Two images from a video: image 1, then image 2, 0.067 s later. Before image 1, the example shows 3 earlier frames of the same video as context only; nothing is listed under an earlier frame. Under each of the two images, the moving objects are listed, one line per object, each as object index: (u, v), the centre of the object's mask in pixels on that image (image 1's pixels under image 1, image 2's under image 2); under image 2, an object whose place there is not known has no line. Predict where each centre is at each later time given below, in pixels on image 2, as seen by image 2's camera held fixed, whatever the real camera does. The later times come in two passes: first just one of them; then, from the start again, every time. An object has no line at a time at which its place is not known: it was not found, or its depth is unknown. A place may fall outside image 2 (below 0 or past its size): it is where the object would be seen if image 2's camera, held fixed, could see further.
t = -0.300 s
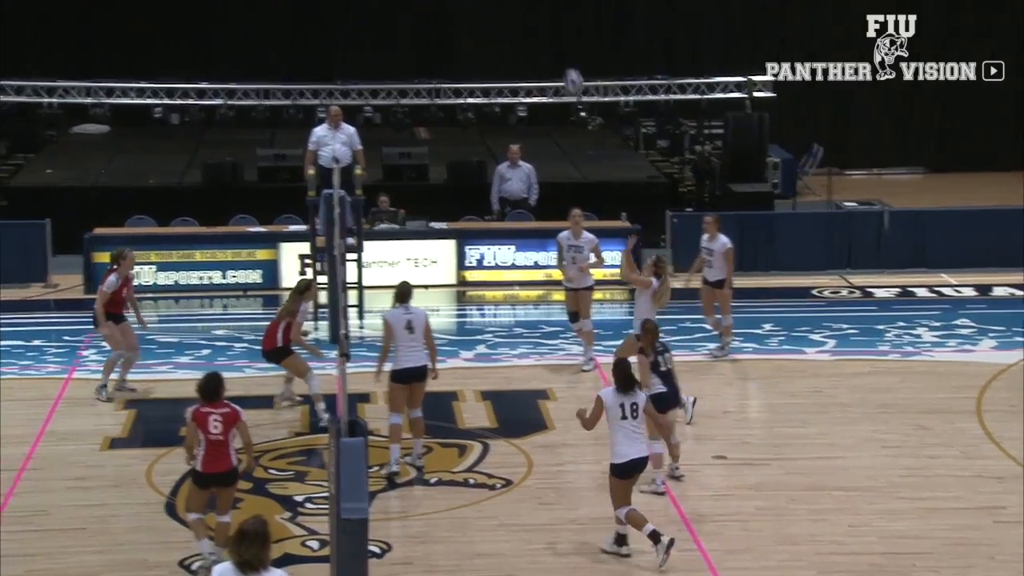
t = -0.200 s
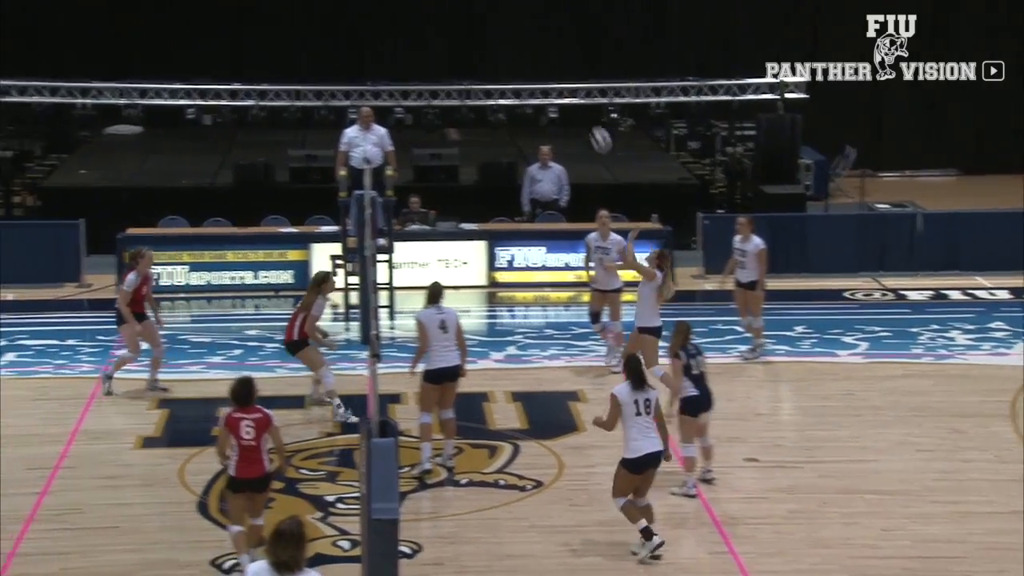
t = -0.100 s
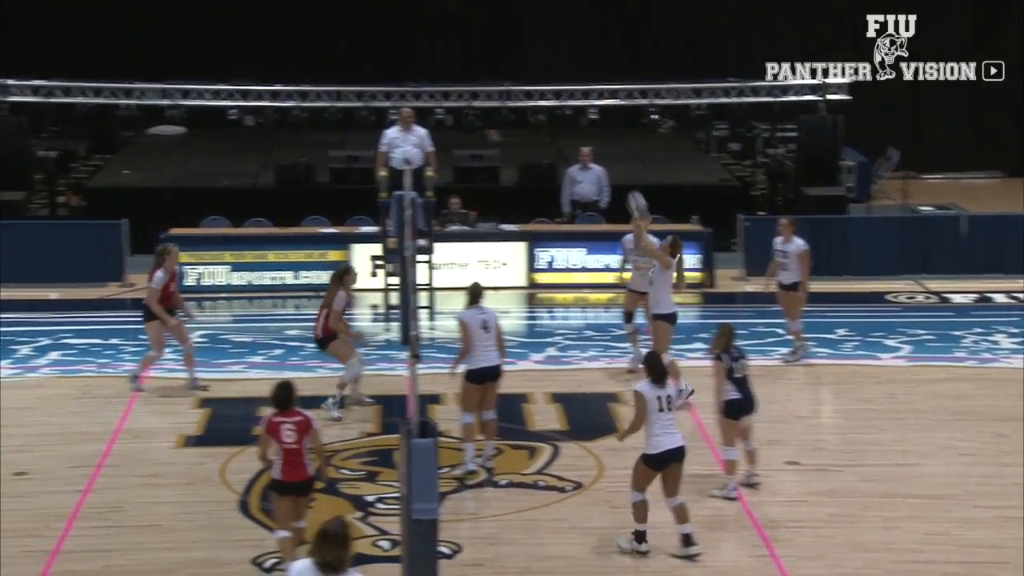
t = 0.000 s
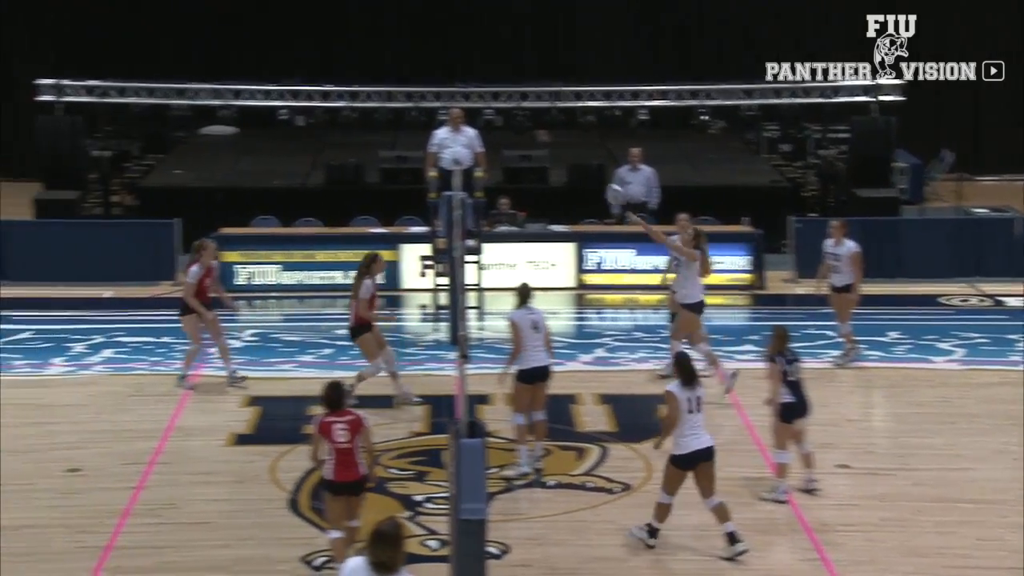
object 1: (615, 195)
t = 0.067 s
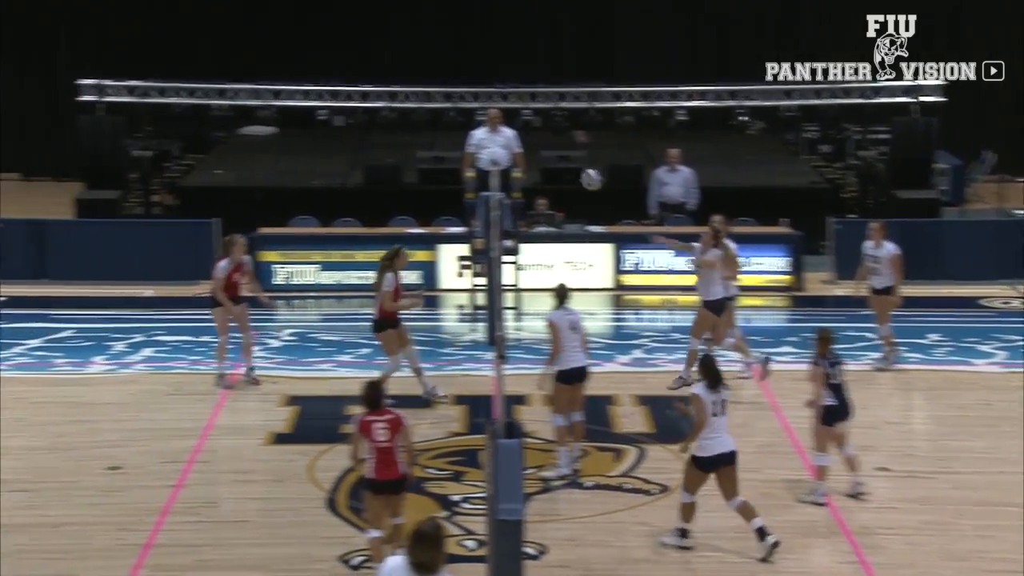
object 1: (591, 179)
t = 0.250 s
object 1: (420, 160)
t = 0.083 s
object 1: (575, 177)
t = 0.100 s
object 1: (560, 174)
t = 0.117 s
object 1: (545, 171)
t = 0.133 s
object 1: (531, 169)
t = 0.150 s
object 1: (515, 166)
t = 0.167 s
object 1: (499, 162)
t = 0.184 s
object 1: (484, 162)
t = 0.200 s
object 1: (465, 159)
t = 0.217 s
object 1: (451, 161)
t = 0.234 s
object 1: (436, 160)
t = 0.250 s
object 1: (420, 160)
